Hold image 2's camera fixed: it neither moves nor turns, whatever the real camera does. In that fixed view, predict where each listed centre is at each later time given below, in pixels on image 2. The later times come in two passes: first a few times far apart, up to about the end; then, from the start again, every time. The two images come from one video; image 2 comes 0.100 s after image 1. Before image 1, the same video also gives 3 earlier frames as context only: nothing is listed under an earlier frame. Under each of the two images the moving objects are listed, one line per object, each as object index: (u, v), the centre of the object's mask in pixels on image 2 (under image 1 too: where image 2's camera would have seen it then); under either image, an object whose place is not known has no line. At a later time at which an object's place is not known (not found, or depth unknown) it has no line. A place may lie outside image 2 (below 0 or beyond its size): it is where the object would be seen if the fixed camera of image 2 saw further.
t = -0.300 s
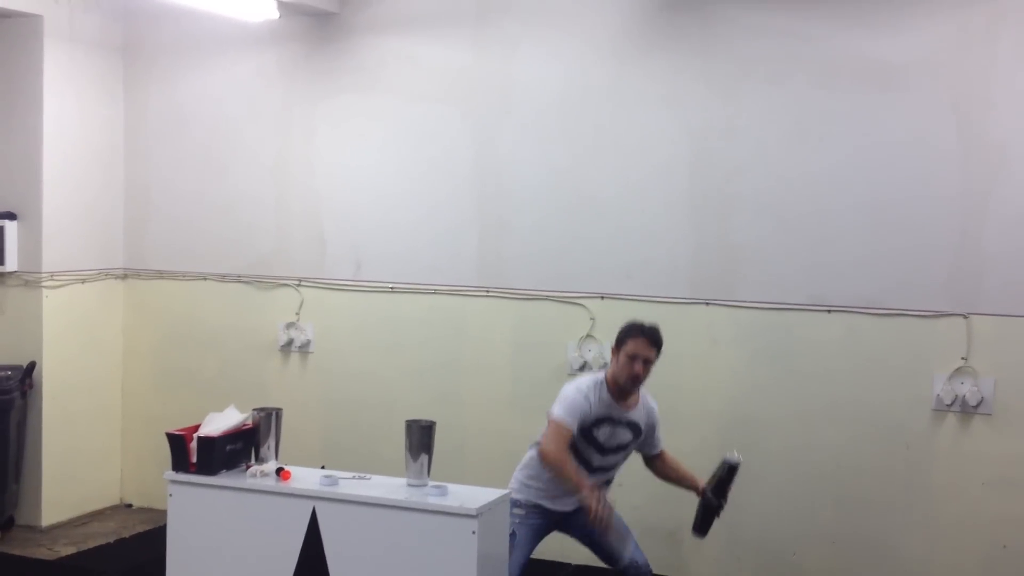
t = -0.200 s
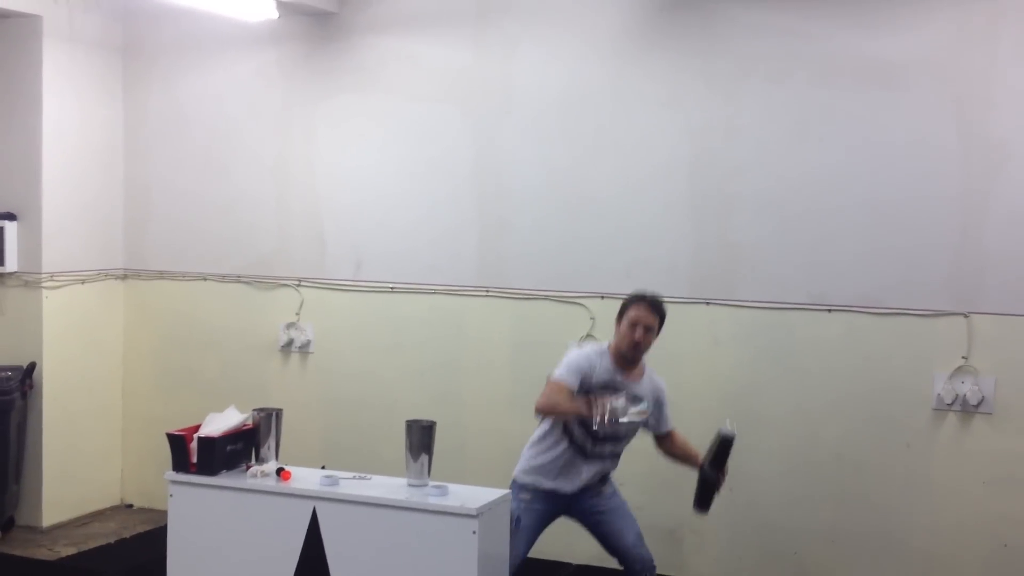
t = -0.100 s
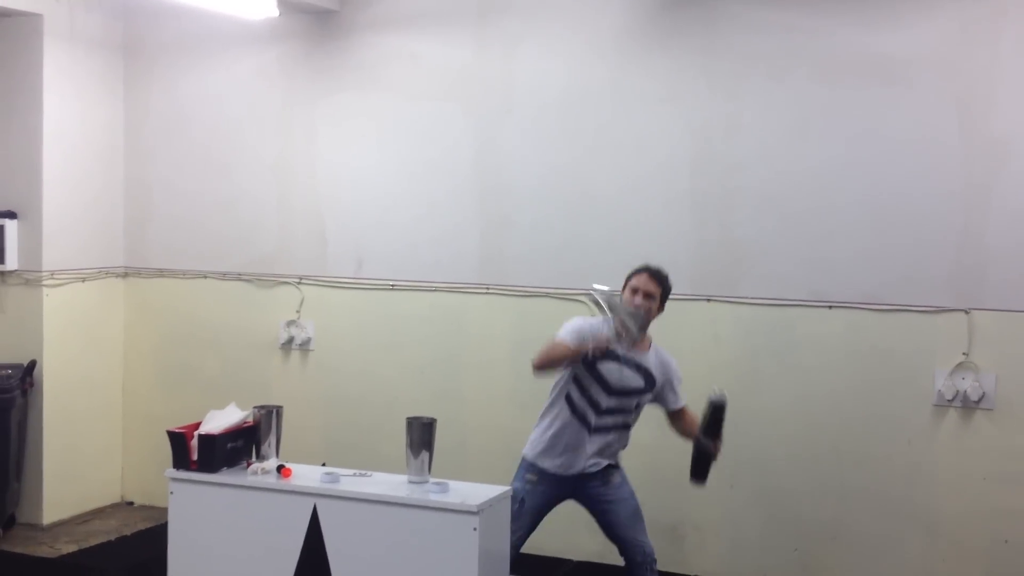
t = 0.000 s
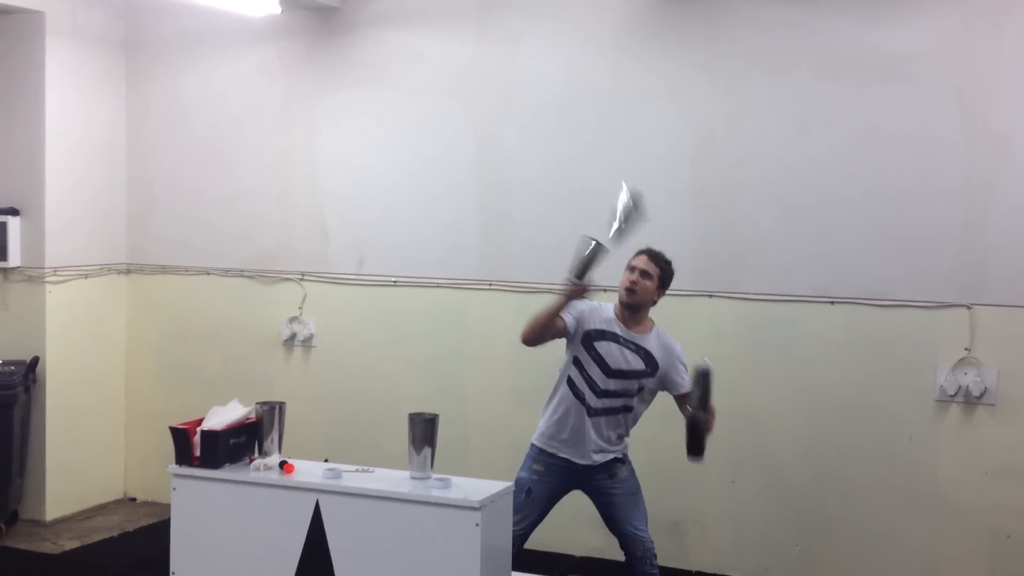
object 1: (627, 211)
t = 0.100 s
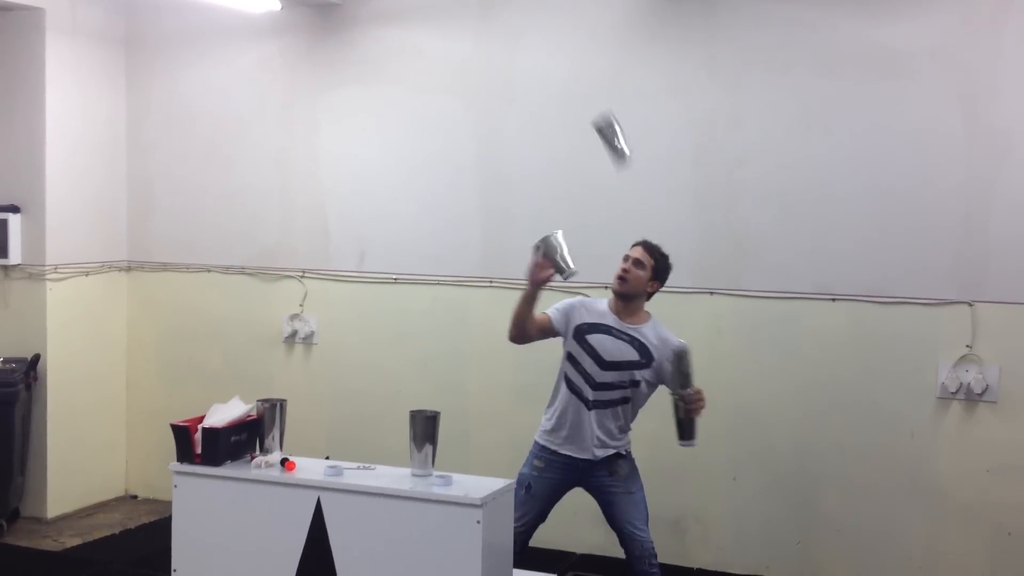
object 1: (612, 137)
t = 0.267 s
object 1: (601, 84)
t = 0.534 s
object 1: (588, 122)
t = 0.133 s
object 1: (609, 121)
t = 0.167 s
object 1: (605, 106)
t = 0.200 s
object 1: (604, 96)
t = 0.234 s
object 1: (603, 88)
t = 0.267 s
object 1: (601, 84)
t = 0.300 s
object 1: (600, 81)
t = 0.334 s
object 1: (599, 81)
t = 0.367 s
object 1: (600, 82)
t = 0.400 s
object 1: (599, 84)
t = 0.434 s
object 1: (597, 90)
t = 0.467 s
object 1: (596, 98)
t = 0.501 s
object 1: (592, 109)
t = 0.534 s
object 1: (588, 122)
